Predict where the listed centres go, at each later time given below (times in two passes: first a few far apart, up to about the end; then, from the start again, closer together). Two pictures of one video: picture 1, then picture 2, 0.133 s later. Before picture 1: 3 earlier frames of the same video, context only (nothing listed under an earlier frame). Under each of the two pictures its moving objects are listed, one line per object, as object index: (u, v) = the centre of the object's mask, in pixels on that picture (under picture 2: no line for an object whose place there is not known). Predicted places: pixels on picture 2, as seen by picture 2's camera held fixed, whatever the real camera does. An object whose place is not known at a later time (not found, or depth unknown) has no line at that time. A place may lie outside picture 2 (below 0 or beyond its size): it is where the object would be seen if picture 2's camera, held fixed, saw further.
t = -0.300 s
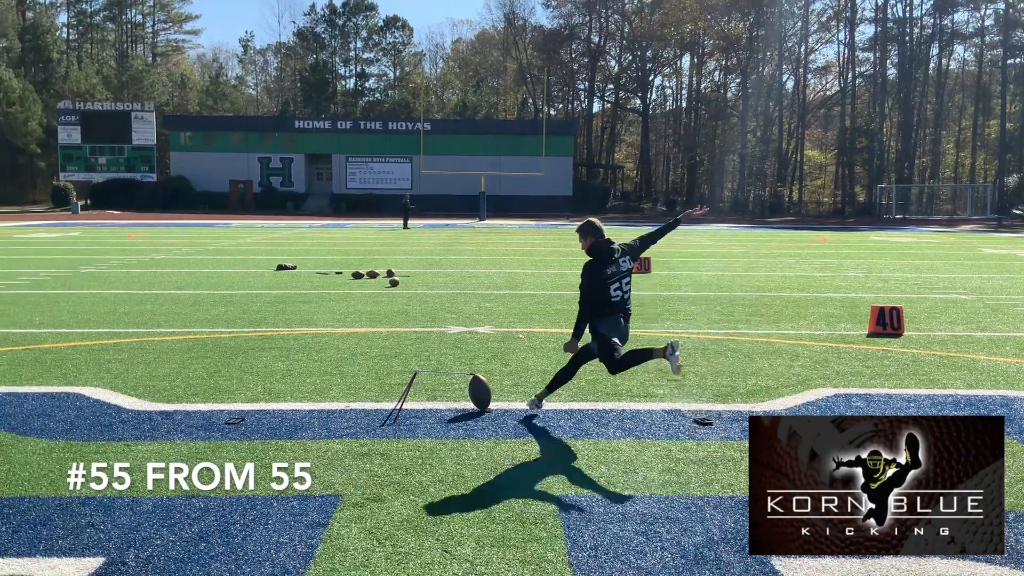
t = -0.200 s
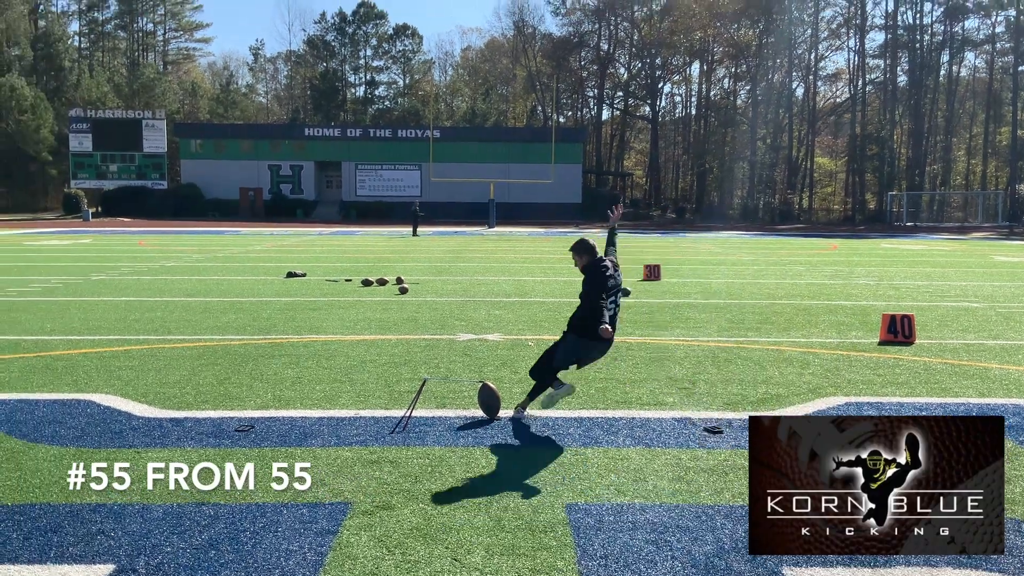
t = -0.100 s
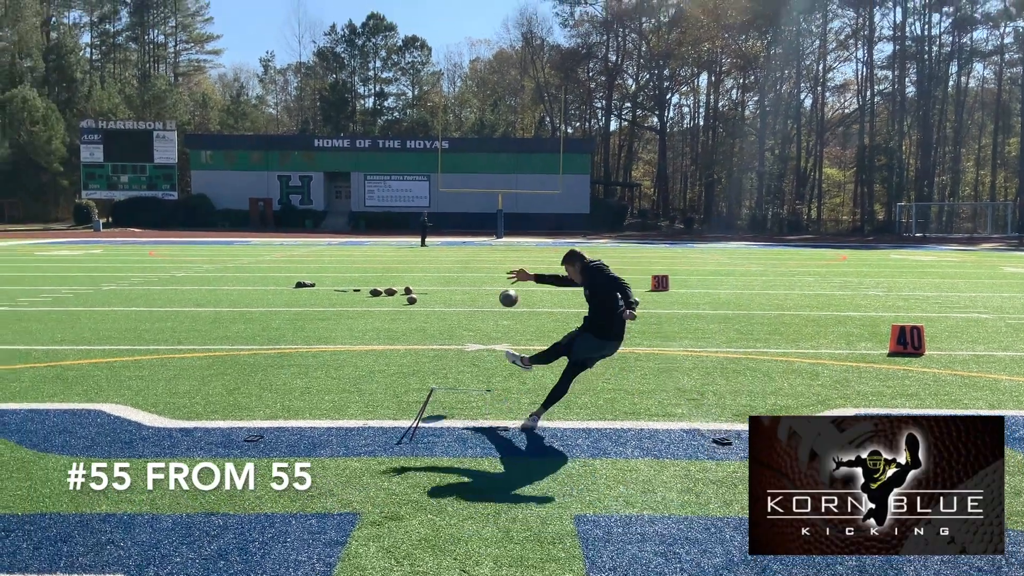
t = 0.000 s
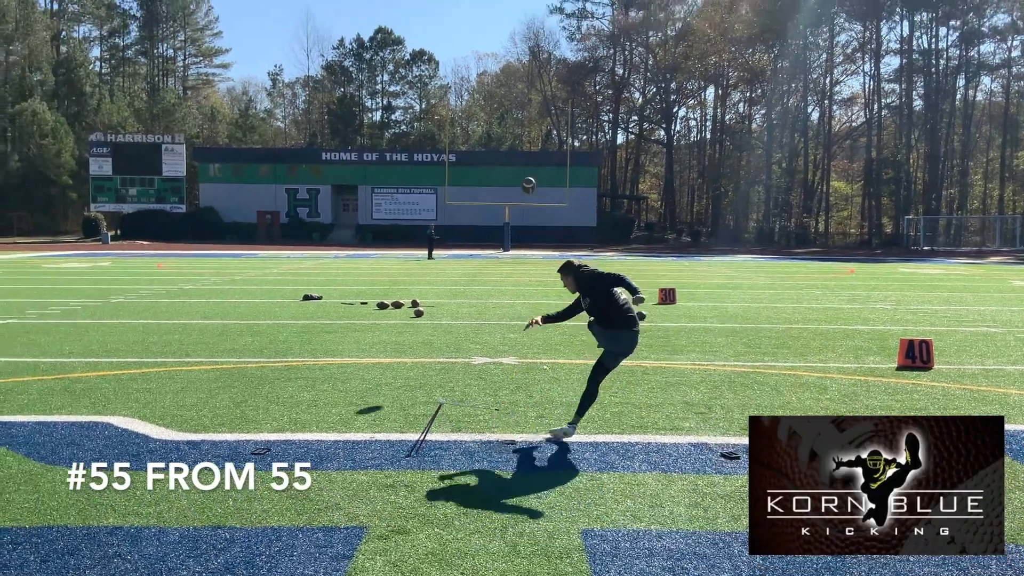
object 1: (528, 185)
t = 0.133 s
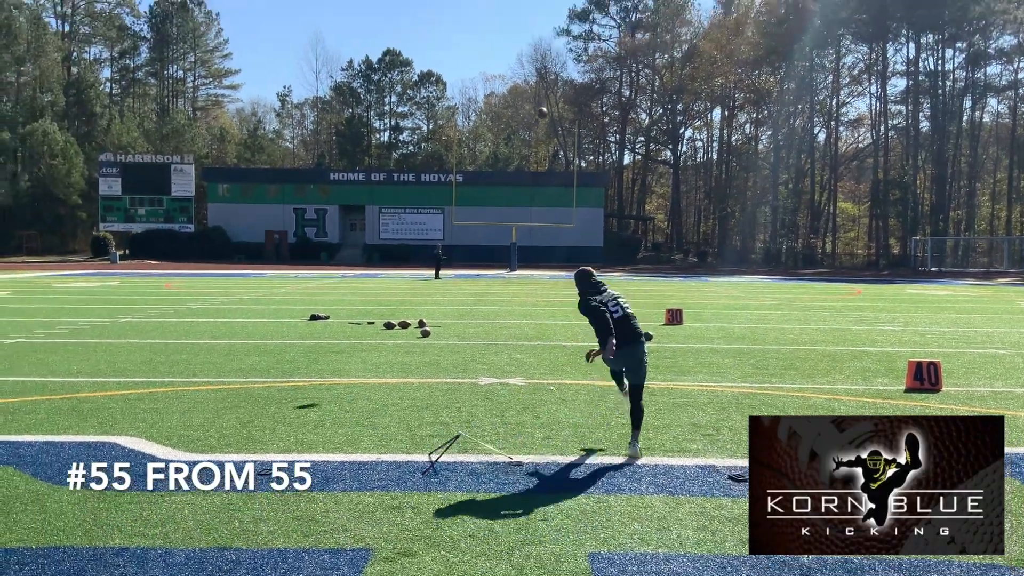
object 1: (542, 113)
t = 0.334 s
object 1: (544, 43)
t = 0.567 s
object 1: (541, 7)
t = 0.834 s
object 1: (535, -2)
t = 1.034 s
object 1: (531, 4)
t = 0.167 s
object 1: (543, 97)
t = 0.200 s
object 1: (543, 84)
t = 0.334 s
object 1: (544, 43)
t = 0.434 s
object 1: (543, 23)
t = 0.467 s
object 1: (542, 18)
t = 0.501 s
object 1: (542, 14)
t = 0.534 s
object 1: (542, 10)
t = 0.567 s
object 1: (541, 7)
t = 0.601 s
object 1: (540, 4)
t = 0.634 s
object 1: (540, 2)
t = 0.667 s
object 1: (539, 1)
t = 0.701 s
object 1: (538, -1)
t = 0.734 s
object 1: (537, -2)
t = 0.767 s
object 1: (537, -2)
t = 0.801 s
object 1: (536, -2)
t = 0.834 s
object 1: (535, -2)
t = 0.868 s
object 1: (535, -2)
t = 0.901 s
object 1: (534, -1)
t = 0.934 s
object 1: (533, 0)
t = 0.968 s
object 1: (532, 1)
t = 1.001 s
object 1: (532, 2)
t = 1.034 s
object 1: (531, 4)
